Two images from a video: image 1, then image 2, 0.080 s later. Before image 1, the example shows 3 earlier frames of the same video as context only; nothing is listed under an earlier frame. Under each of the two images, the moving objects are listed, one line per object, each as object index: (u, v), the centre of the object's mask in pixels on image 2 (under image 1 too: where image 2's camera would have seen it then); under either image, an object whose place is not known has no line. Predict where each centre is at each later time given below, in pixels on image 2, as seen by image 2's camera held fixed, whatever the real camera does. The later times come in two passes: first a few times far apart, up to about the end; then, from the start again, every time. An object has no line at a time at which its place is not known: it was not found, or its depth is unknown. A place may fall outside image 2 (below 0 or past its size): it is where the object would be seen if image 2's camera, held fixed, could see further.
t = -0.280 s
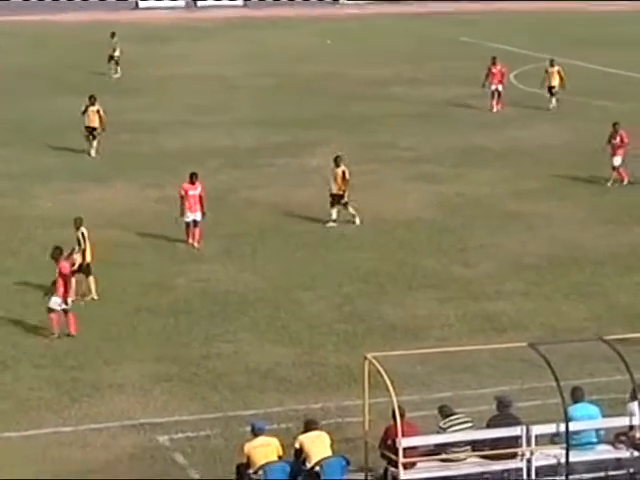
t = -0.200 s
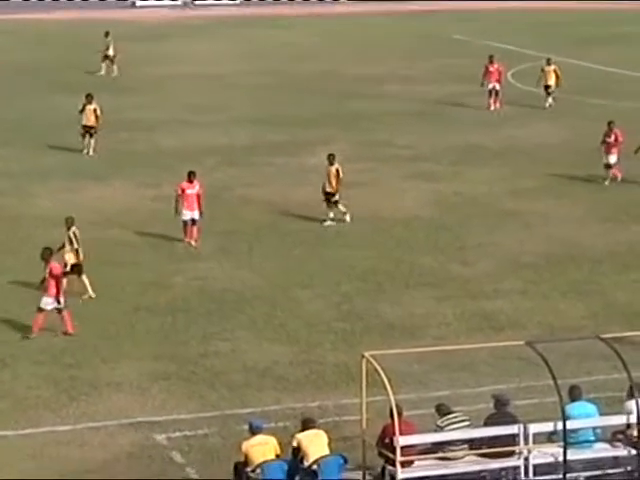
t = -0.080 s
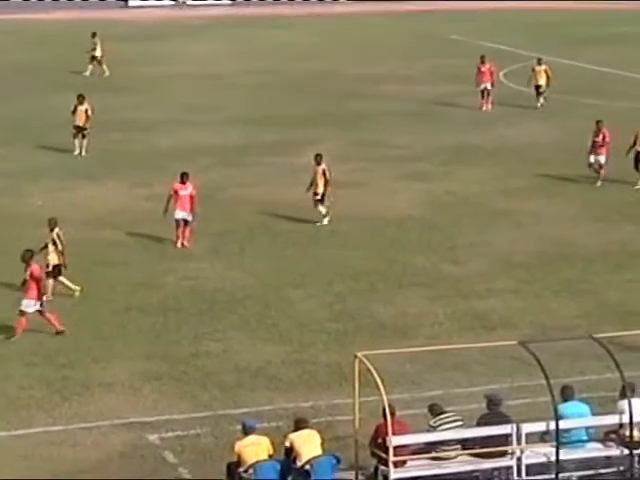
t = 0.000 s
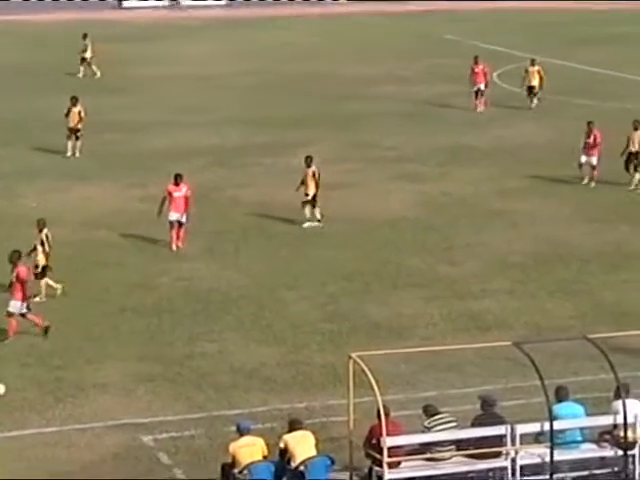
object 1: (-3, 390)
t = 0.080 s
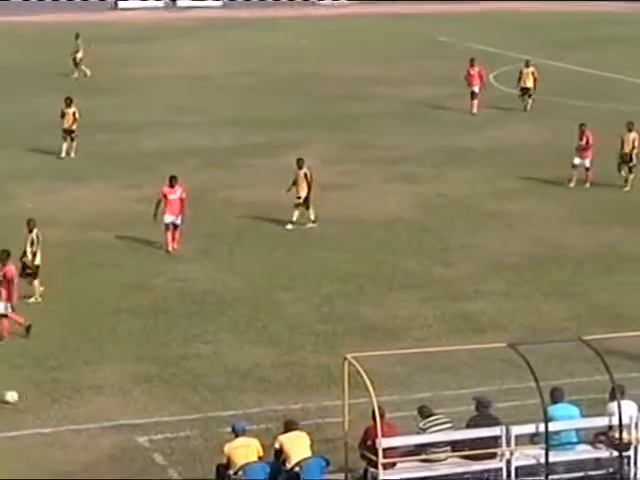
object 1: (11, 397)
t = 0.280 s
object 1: (51, 408)
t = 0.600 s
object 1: (119, 425)
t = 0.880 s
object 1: (174, 438)
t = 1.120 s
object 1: (219, 448)
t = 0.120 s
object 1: (18, 398)
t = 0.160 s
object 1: (26, 399)
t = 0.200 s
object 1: (35, 402)
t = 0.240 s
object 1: (43, 405)
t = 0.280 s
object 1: (51, 408)
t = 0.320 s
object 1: (60, 410)
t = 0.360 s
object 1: (68, 411)
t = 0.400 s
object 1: (76, 413)
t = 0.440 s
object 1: (85, 416)
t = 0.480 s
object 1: (93, 419)
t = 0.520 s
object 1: (101, 421)
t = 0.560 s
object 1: (110, 423)
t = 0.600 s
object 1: (119, 425)
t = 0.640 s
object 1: (126, 426)
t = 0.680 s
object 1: (134, 427)
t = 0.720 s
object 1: (142, 429)
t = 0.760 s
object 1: (151, 431)
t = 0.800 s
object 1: (158, 435)
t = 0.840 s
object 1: (167, 437)
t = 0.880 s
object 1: (174, 438)
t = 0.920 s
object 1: (181, 440)
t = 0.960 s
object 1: (189, 441)
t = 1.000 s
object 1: (198, 445)
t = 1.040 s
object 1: (205, 445)
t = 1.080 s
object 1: (213, 446)
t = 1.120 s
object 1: (219, 448)
